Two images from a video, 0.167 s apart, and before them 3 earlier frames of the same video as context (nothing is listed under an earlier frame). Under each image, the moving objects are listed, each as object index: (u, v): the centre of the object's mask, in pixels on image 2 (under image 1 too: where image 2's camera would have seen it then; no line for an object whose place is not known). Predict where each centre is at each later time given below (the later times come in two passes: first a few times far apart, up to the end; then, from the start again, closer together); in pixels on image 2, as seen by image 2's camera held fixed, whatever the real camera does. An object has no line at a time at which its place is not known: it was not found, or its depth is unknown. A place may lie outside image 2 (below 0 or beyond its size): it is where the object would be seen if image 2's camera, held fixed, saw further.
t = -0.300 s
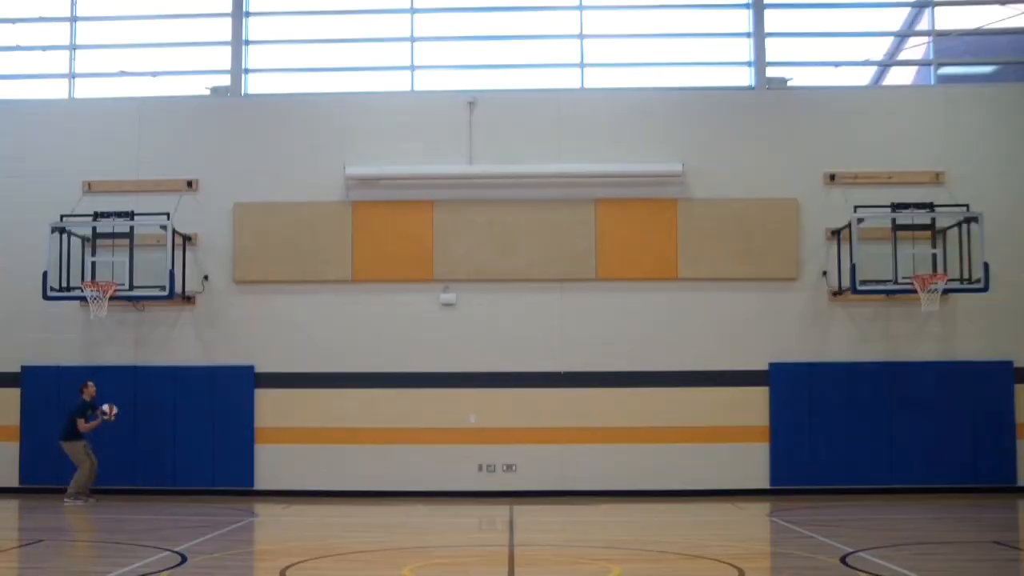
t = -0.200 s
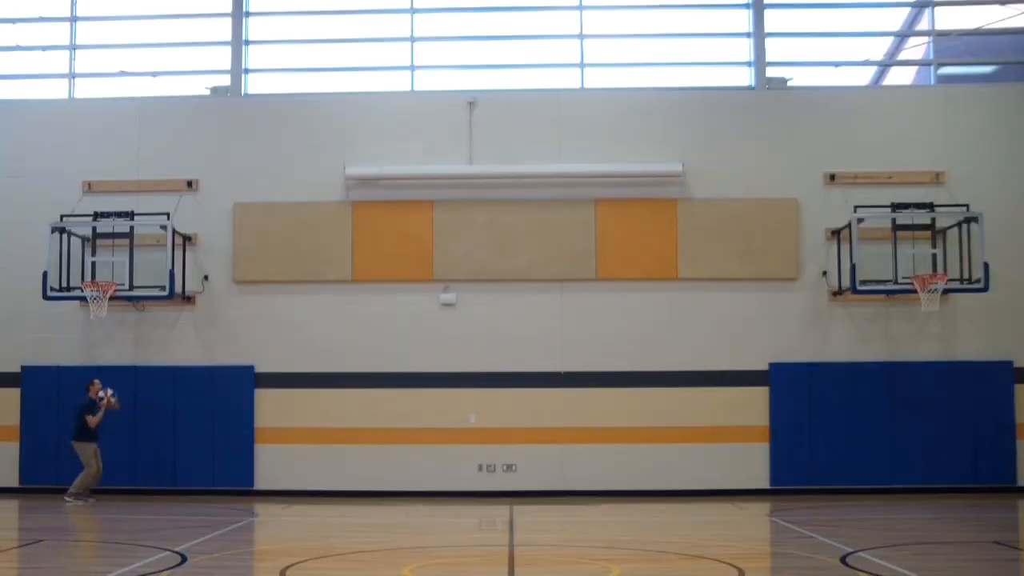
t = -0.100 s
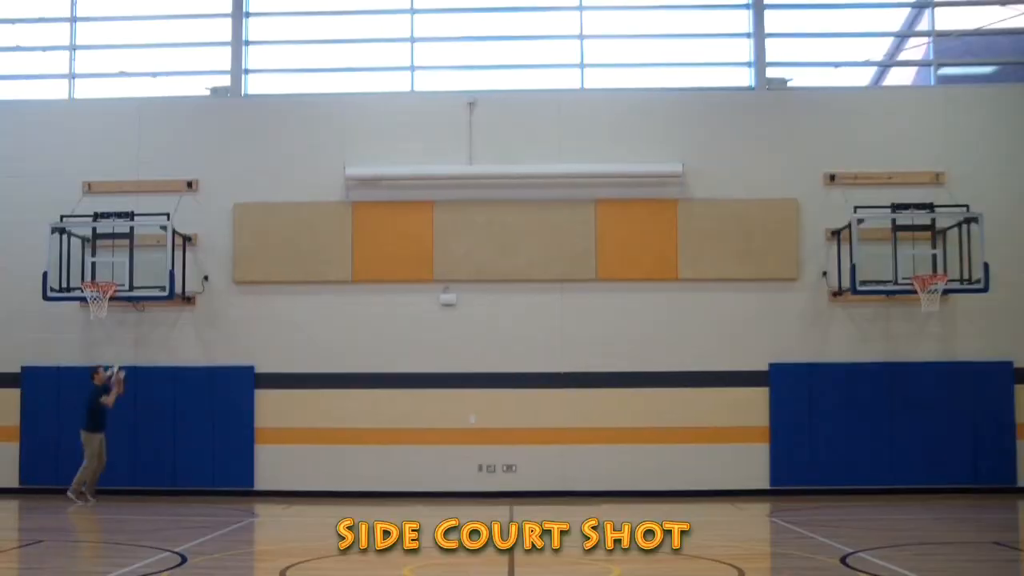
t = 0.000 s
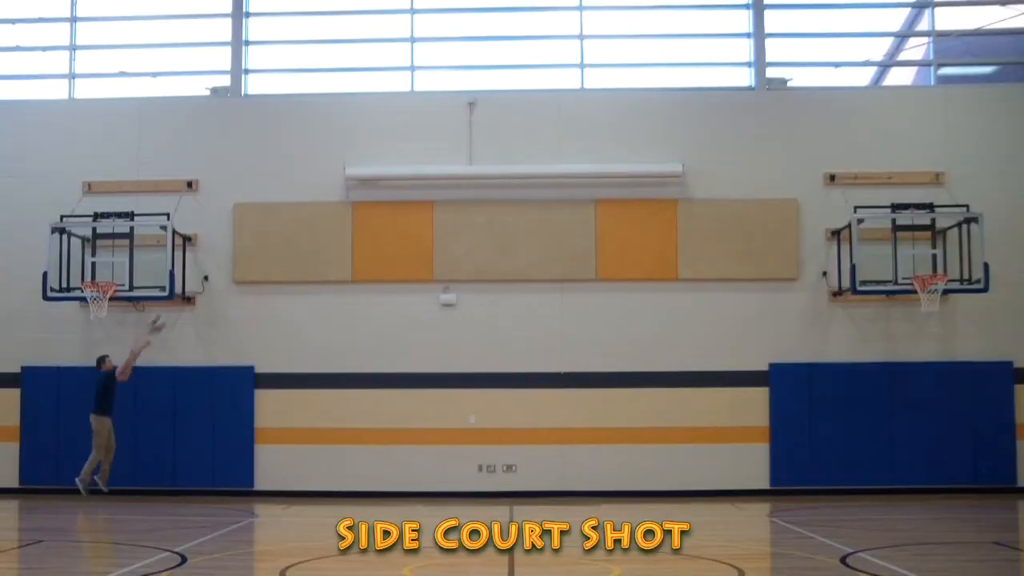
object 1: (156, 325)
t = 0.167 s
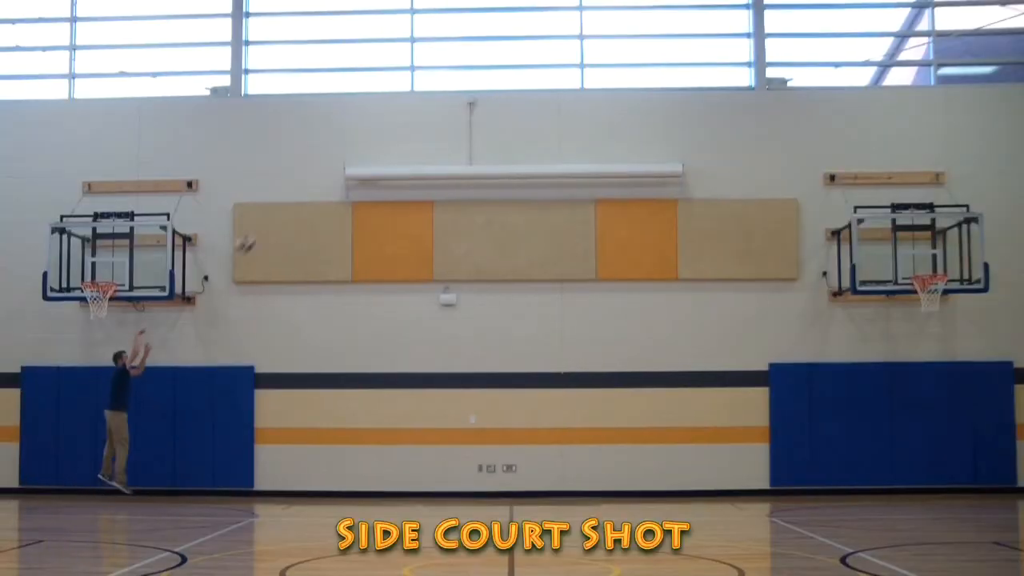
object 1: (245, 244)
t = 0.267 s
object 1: (299, 206)
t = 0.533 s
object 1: (440, 134)
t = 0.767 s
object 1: (562, 111)
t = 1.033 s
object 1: (701, 133)
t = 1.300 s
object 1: (841, 204)
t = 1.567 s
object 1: (955, 295)
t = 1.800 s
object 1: (982, 333)
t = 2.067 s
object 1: (1014, 419)
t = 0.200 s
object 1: (264, 230)
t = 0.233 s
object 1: (282, 217)
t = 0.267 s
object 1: (299, 206)
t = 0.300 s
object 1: (317, 193)
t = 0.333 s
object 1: (334, 183)
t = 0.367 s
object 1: (352, 173)
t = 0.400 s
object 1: (369, 163)
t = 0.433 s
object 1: (387, 155)
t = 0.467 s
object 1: (405, 147)
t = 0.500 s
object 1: (422, 140)
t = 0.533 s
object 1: (440, 134)
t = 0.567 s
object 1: (458, 128)
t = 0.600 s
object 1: (475, 123)
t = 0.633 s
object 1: (492, 119)
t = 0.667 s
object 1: (509, 116)
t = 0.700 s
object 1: (527, 114)
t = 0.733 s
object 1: (544, 112)
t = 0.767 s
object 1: (562, 111)
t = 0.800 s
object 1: (580, 111)
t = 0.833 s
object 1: (596, 112)
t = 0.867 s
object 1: (614, 113)
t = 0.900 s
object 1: (631, 115)
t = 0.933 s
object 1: (649, 119)
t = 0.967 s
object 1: (665, 123)
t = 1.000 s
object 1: (684, 127)
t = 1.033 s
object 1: (701, 133)
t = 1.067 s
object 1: (718, 139)
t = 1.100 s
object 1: (735, 146)
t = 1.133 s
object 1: (752, 153)
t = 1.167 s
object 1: (770, 162)
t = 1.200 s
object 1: (787, 171)
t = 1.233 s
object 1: (804, 181)
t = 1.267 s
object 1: (822, 193)
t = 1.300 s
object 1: (841, 204)
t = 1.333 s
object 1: (857, 216)
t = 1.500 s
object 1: (941, 288)
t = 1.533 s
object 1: (946, 290)
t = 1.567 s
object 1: (955, 295)
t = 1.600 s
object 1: (959, 298)
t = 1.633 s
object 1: (962, 302)
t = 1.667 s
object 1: (967, 307)
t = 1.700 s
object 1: (970, 312)
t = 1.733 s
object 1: (974, 318)
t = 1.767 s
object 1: (978, 326)
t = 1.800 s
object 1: (982, 333)
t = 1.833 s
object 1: (985, 341)
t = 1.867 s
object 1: (990, 350)
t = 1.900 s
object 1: (993, 360)
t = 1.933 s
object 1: (998, 370)
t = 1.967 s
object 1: (1001, 382)
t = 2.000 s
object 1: (1003, 394)
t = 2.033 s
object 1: (1008, 407)
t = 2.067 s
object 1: (1014, 419)
